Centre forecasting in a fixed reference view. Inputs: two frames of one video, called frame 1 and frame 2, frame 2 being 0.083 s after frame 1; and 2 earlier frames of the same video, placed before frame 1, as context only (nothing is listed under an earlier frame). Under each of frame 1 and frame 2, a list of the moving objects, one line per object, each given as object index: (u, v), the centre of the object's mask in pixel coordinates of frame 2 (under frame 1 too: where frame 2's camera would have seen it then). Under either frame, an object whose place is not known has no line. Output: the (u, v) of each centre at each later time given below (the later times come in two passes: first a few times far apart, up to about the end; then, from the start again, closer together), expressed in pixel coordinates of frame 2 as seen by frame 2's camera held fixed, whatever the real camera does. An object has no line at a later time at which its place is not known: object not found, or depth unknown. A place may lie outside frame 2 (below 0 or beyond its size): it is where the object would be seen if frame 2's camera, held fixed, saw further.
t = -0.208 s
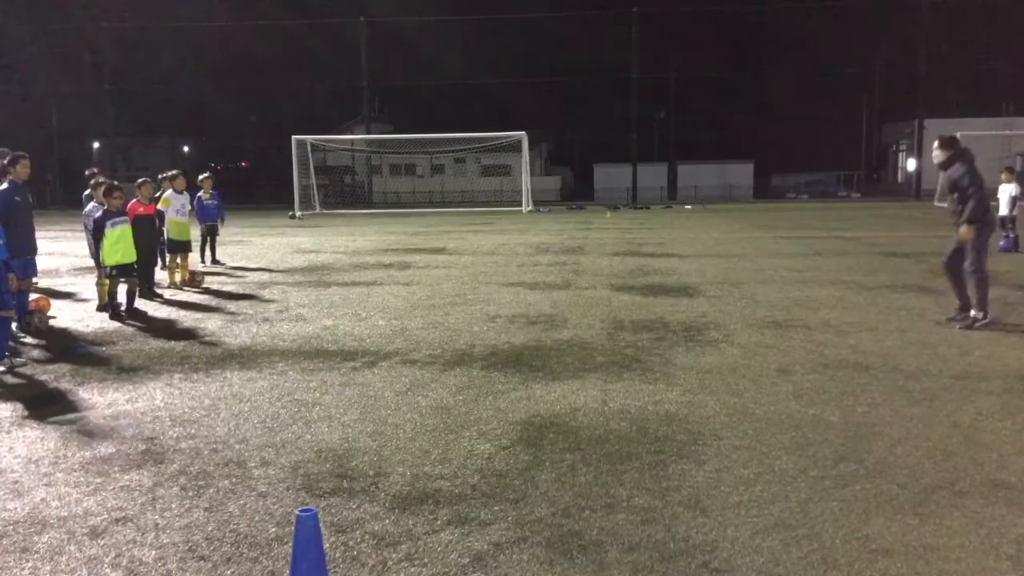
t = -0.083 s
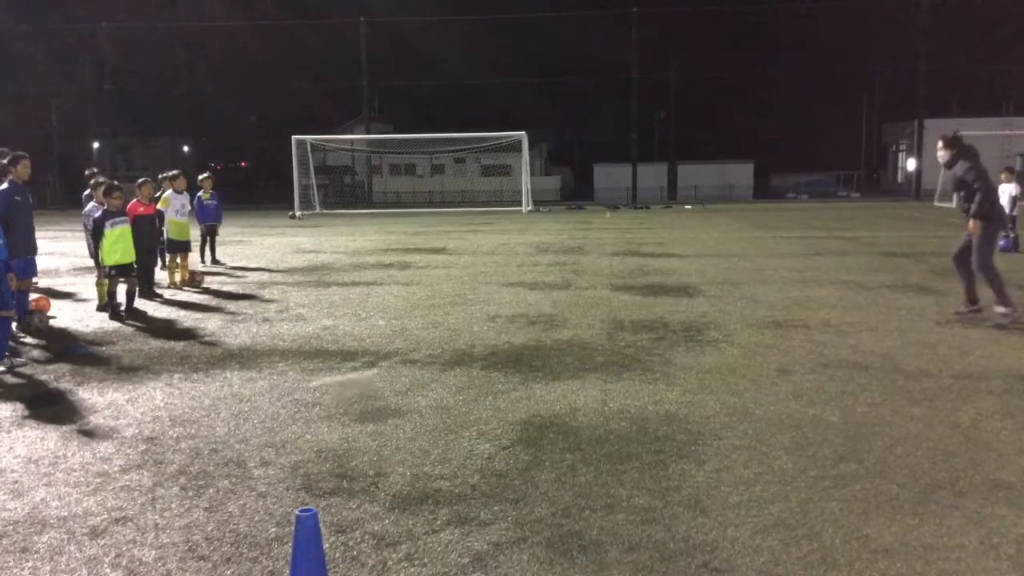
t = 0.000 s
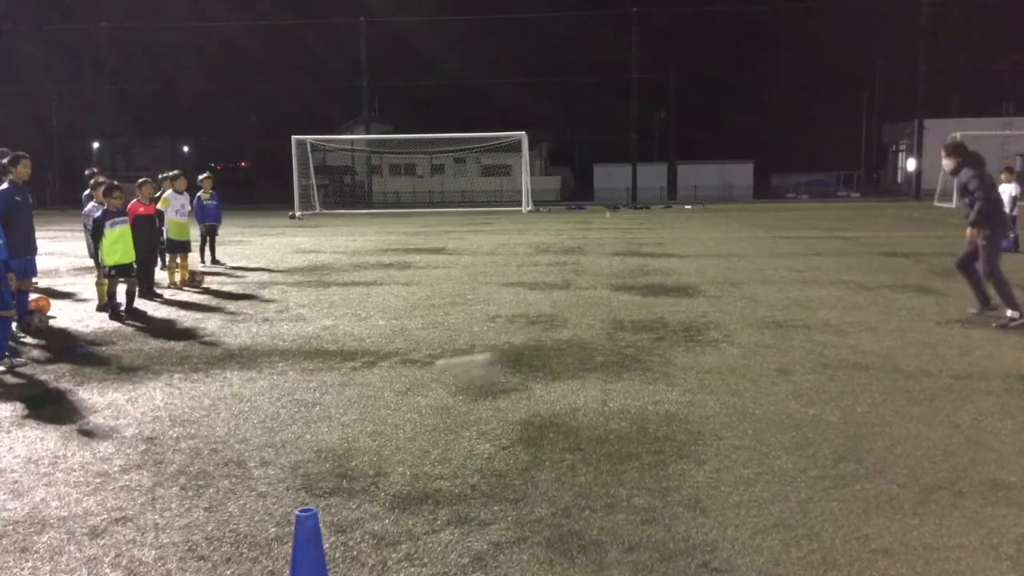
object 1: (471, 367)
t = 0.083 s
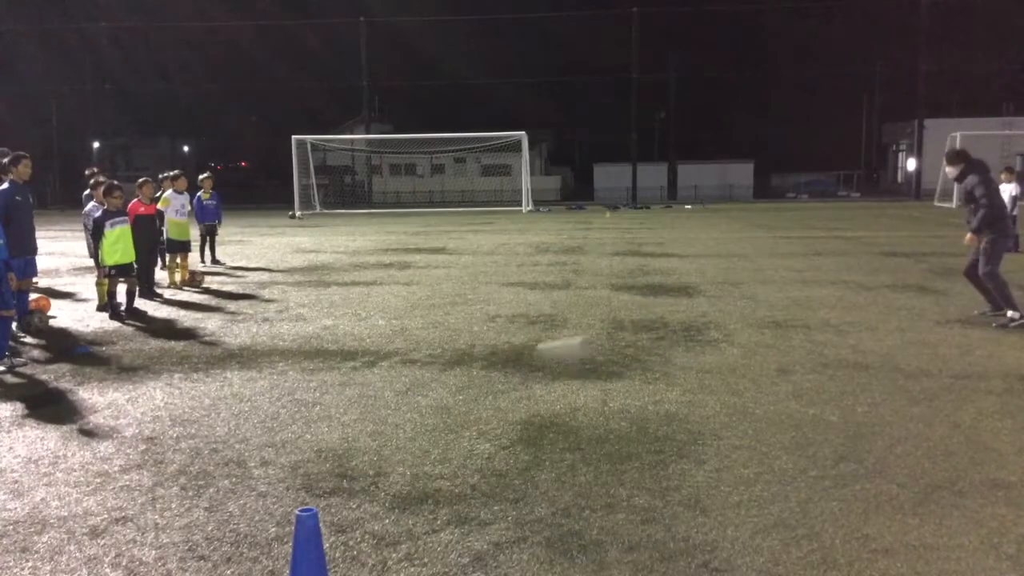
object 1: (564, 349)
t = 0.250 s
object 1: (715, 330)
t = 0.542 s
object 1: (886, 304)
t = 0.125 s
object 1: (608, 345)
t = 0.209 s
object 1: (682, 337)
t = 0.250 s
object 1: (715, 330)
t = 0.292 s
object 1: (744, 328)
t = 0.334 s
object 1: (772, 325)
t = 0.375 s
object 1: (796, 319)
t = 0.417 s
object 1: (821, 317)
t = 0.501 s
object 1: (867, 309)
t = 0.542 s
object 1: (886, 304)
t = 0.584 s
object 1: (905, 298)
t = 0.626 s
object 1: (926, 297)
